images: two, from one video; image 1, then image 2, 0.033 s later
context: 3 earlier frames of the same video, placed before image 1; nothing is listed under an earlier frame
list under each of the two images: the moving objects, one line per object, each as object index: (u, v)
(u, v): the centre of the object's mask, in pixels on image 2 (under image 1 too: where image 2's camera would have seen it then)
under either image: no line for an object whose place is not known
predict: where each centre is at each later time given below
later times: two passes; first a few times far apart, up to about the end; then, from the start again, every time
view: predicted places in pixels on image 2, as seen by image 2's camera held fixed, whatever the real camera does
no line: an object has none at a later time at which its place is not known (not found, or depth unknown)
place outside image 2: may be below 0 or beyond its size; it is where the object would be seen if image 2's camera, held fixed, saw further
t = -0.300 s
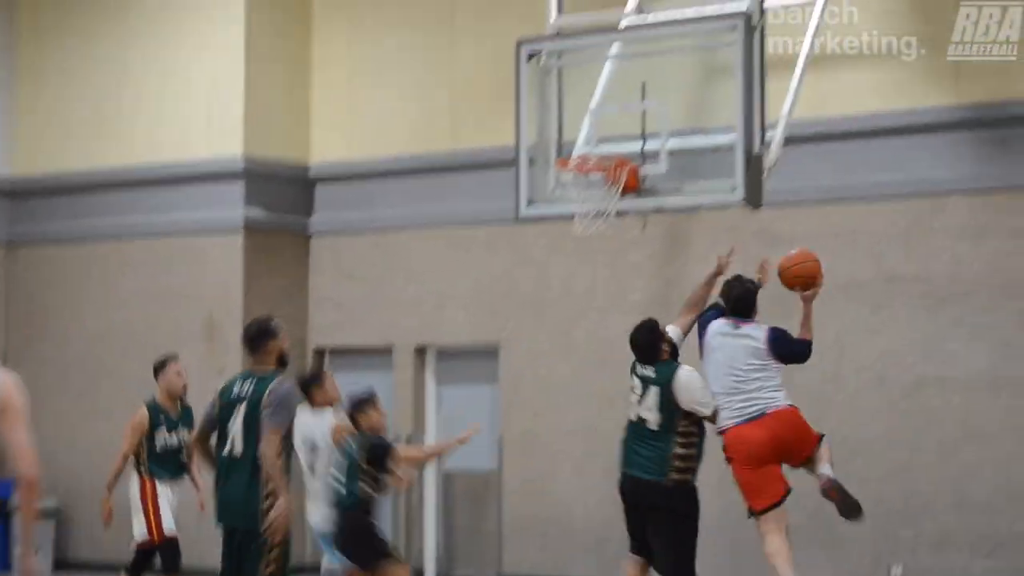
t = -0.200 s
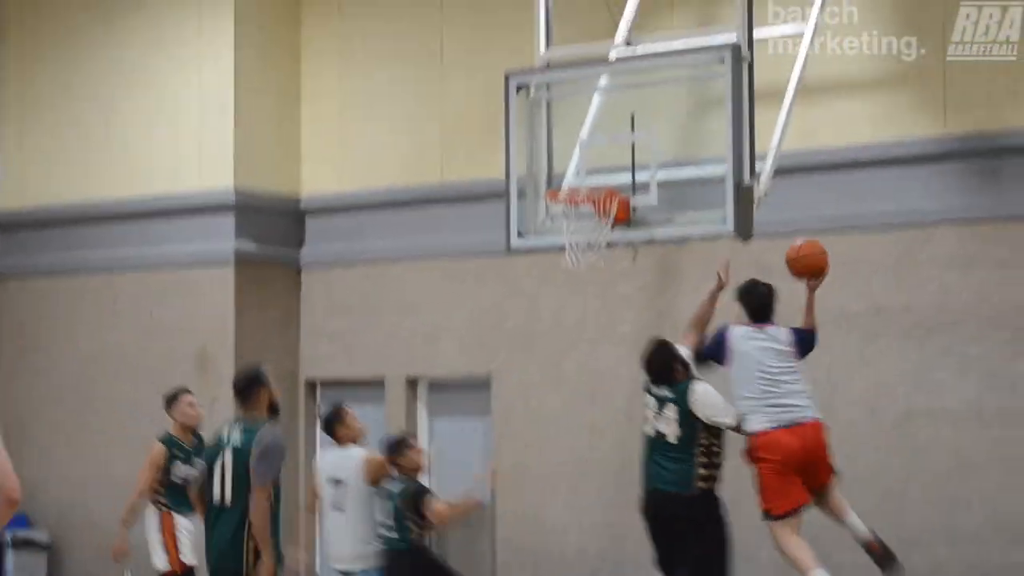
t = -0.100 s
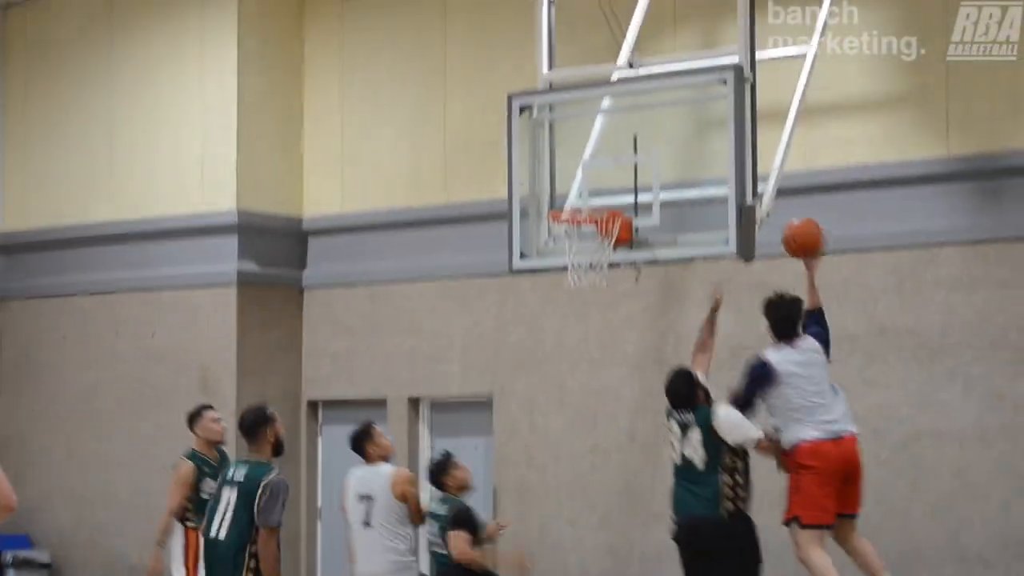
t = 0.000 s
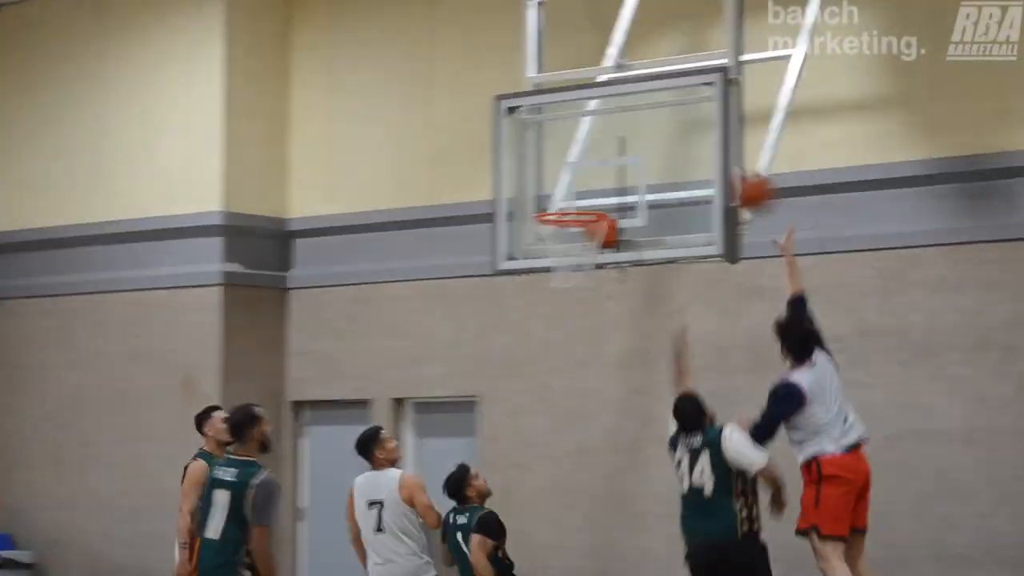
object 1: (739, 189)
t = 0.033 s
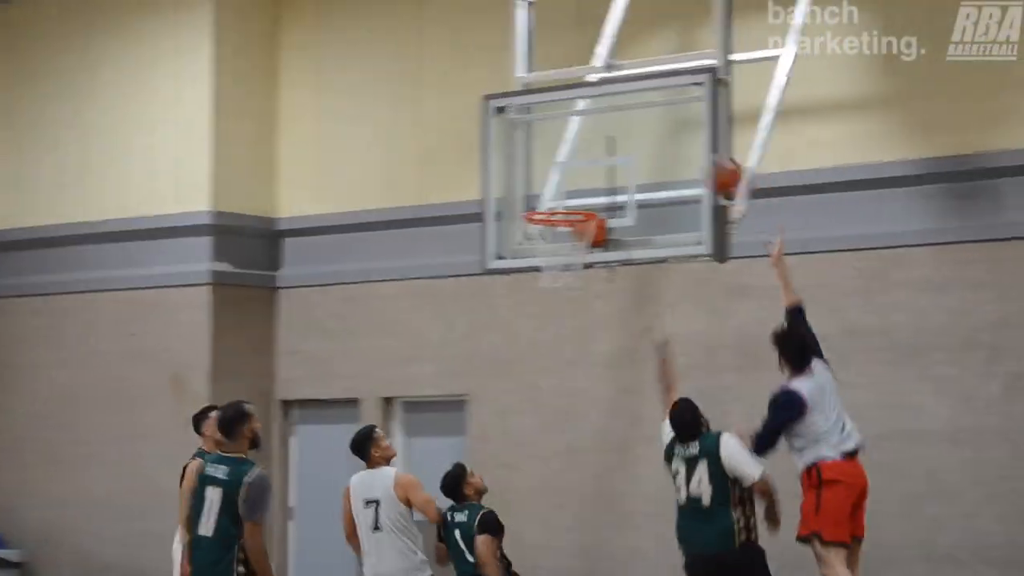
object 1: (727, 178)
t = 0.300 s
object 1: (628, 144)
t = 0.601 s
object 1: (520, 187)
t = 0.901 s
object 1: (492, 179)
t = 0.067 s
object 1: (714, 168)
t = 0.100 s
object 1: (701, 158)
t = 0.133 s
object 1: (686, 151)
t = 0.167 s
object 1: (673, 147)
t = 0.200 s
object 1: (662, 144)
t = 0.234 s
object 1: (651, 142)
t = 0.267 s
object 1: (639, 142)
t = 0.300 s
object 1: (628, 144)
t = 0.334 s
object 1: (615, 145)
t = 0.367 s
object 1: (602, 149)
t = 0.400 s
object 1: (588, 155)
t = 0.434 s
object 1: (575, 162)
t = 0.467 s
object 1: (561, 170)
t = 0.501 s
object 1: (546, 180)
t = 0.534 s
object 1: (531, 193)
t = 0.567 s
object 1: (524, 197)
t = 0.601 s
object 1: (520, 187)
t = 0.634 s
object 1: (518, 180)
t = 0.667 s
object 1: (514, 174)
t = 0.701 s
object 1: (511, 169)
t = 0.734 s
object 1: (508, 167)
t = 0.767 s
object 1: (505, 166)
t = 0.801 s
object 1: (502, 167)
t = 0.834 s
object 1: (499, 169)
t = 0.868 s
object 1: (495, 173)
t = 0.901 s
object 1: (492, 179)
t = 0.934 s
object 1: (489, 186)
